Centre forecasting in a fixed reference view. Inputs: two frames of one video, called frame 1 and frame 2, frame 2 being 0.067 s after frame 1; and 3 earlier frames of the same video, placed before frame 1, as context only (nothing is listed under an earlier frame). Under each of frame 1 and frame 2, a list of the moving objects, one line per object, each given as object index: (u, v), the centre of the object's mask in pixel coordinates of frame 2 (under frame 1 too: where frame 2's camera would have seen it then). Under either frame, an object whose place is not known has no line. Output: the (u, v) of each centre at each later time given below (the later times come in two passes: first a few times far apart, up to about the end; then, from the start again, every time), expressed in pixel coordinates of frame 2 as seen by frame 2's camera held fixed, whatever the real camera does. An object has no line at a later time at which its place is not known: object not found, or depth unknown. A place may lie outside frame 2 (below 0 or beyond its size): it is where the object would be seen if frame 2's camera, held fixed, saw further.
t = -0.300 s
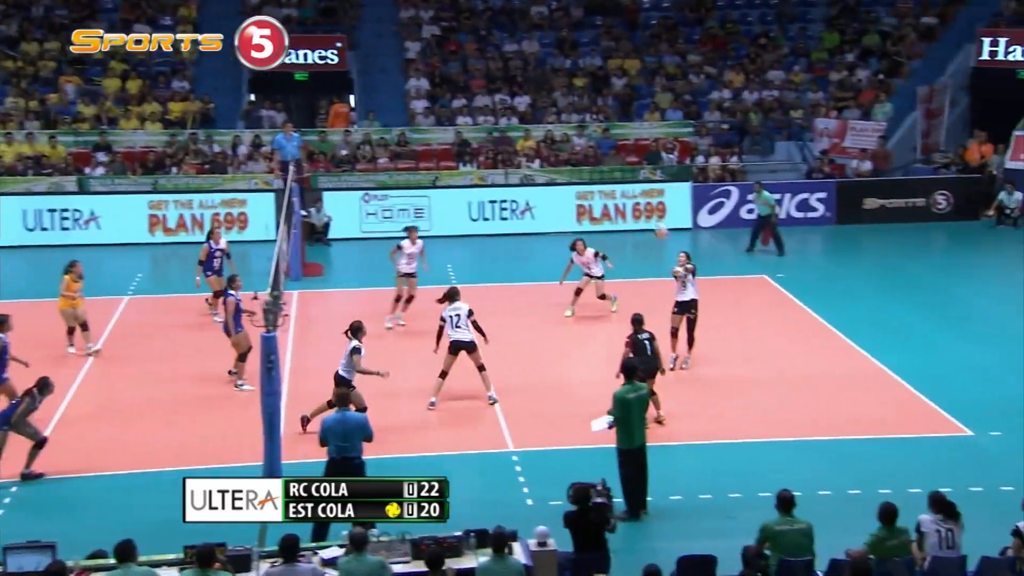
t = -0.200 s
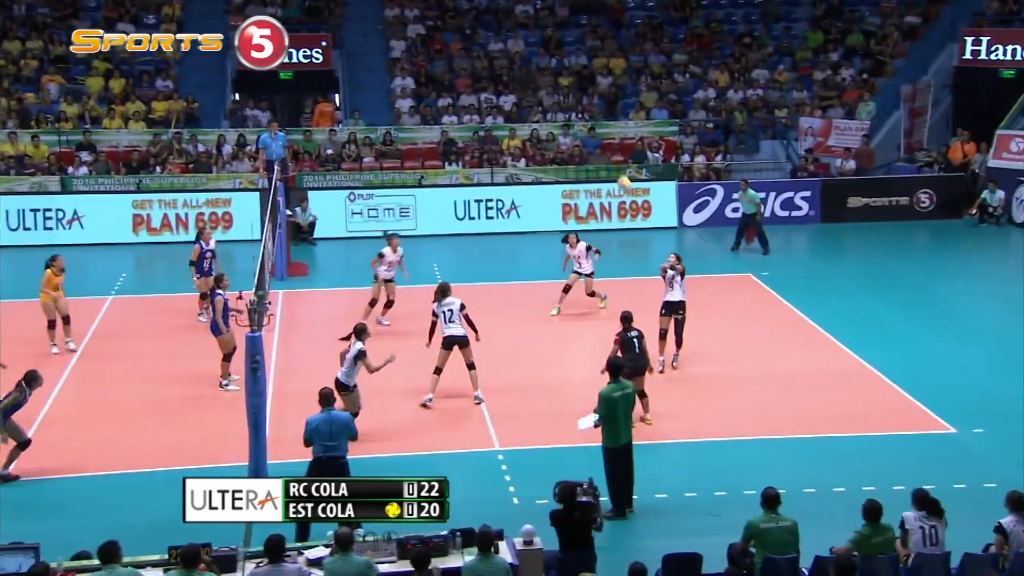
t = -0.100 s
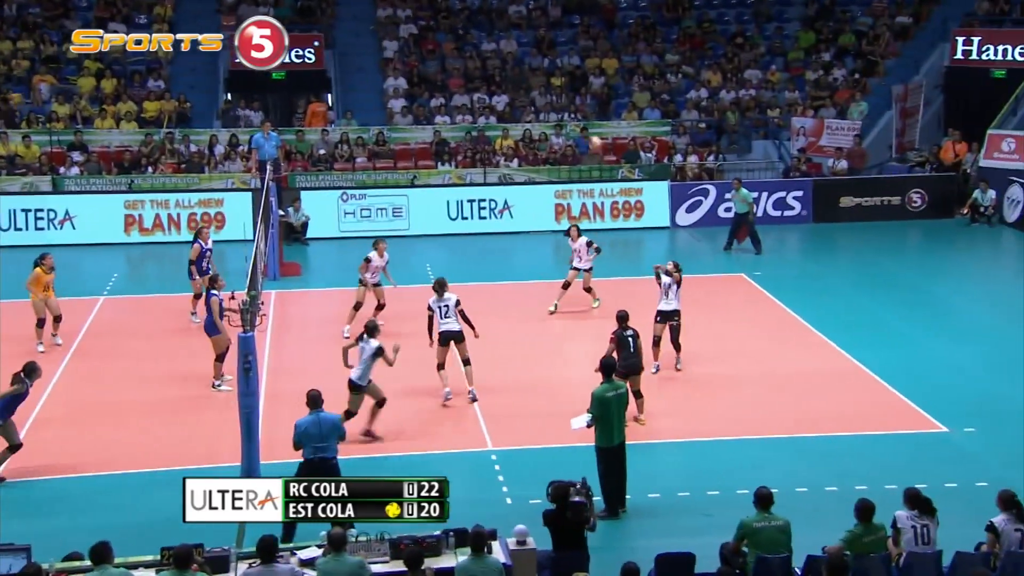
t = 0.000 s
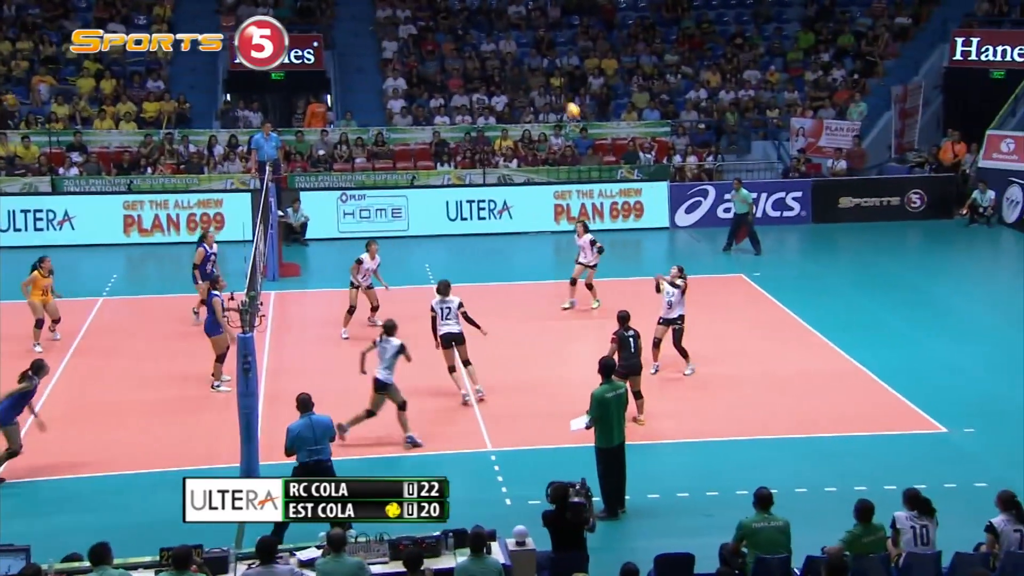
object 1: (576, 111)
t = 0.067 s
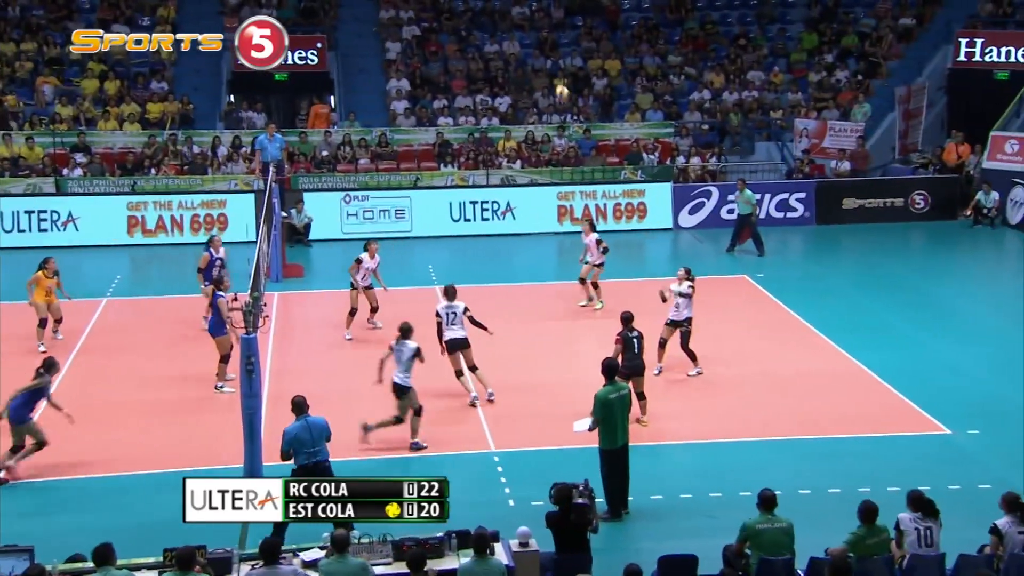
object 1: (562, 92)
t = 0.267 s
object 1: (520, 55)
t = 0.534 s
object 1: (467, 47)
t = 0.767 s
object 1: (423, 77)
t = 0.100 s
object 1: (555, 84)
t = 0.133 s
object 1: (548, 77)
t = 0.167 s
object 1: (540, 71)
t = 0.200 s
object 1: (534, 65)
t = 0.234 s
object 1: (527, 60)
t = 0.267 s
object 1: (520, 55)
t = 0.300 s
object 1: (513, 51)
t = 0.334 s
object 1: (507, 49)
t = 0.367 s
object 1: (500, 46)
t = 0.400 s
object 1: (493, 45)
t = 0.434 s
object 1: (486, 44)
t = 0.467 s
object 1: (480, 44)
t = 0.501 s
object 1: (474, 45)
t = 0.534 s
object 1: (467, 47)
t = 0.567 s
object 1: (460, 48)
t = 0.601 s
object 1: (454, 52)
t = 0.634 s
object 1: (447, 55)
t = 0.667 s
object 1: (441, 59)
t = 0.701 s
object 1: (436, 65)
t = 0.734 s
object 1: (429, 70)
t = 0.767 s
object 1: (423, 77)
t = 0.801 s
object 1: (417, 84)
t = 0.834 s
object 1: (410, 92)
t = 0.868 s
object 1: (404, 98)
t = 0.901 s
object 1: (398, 108)
